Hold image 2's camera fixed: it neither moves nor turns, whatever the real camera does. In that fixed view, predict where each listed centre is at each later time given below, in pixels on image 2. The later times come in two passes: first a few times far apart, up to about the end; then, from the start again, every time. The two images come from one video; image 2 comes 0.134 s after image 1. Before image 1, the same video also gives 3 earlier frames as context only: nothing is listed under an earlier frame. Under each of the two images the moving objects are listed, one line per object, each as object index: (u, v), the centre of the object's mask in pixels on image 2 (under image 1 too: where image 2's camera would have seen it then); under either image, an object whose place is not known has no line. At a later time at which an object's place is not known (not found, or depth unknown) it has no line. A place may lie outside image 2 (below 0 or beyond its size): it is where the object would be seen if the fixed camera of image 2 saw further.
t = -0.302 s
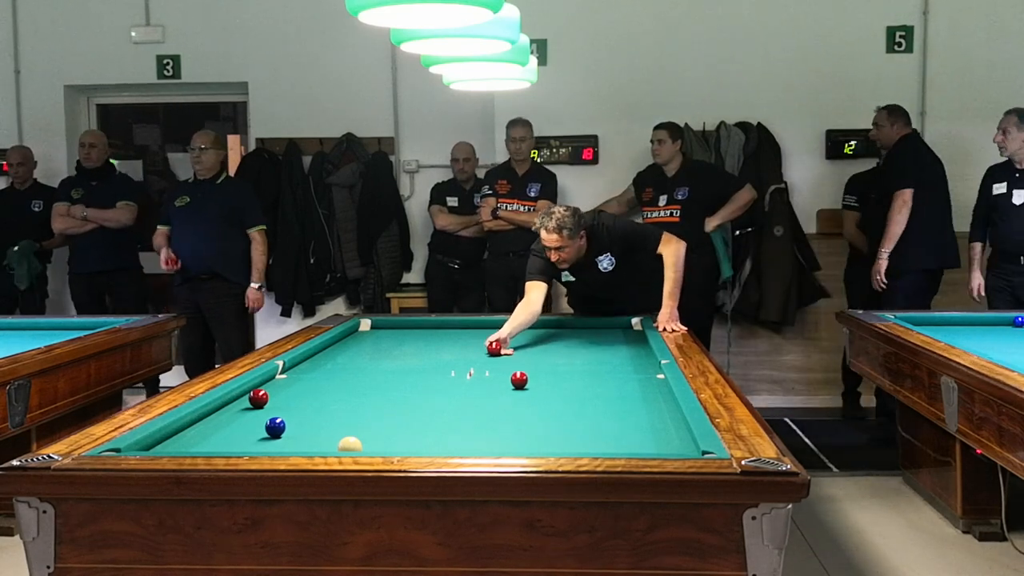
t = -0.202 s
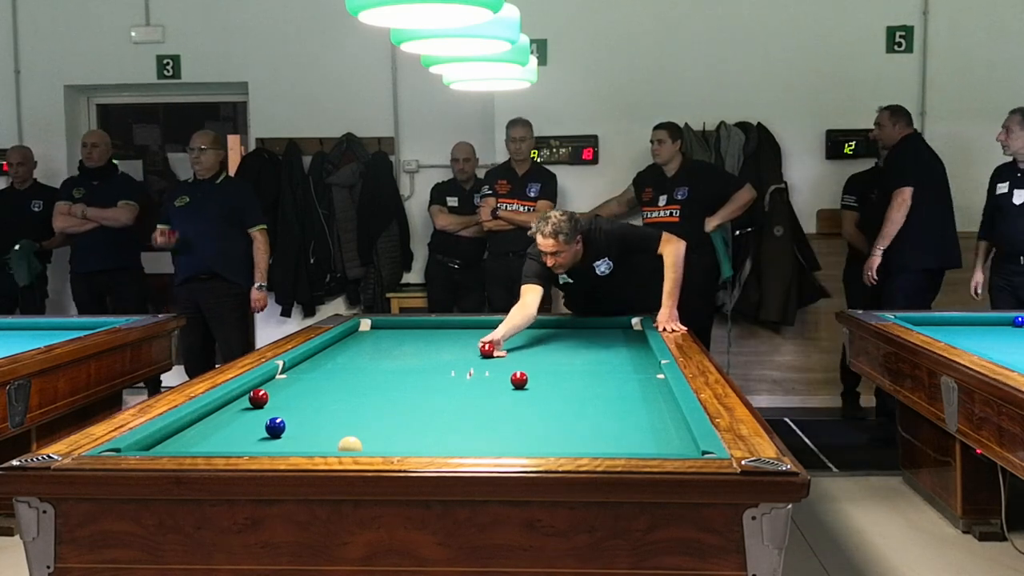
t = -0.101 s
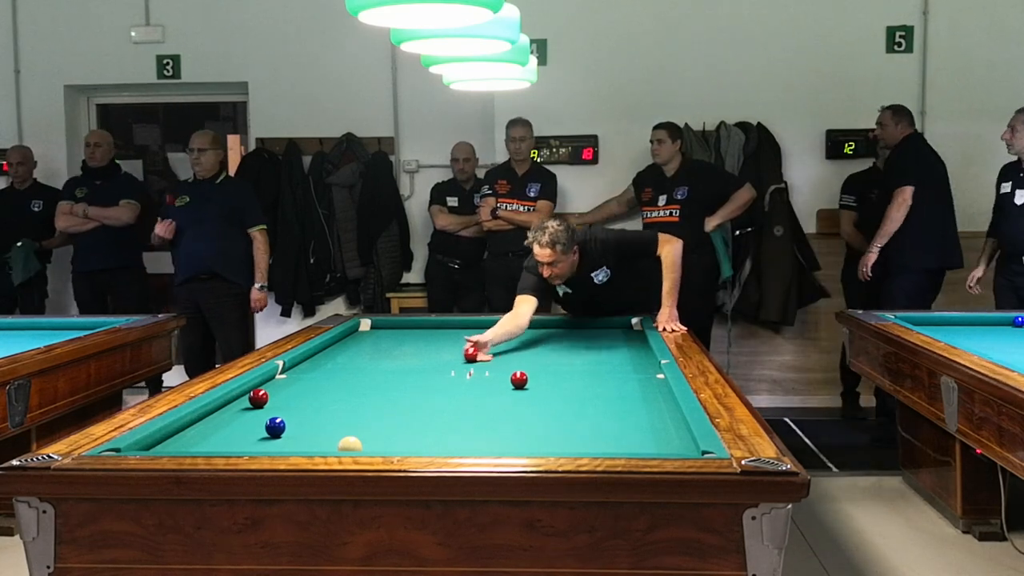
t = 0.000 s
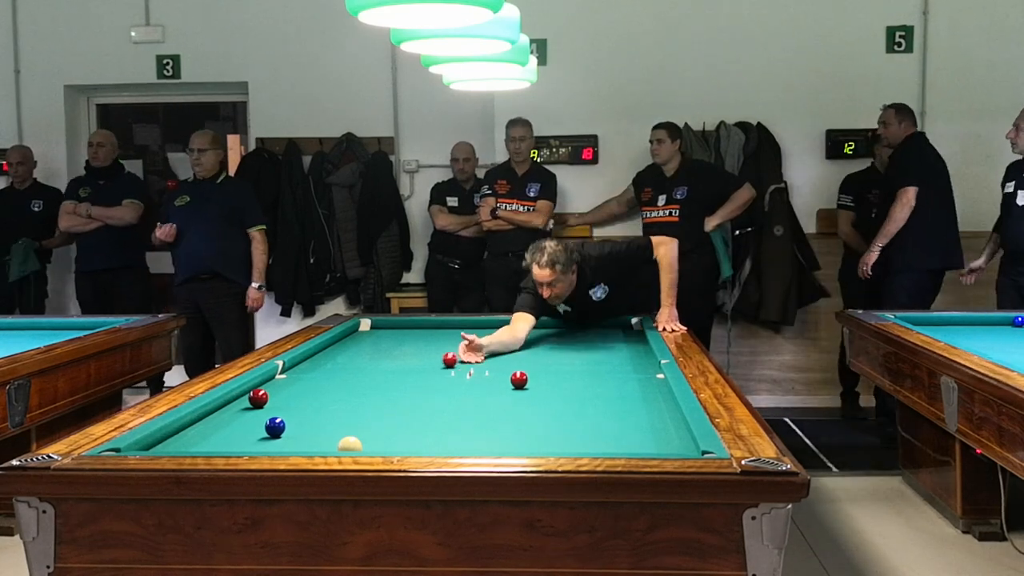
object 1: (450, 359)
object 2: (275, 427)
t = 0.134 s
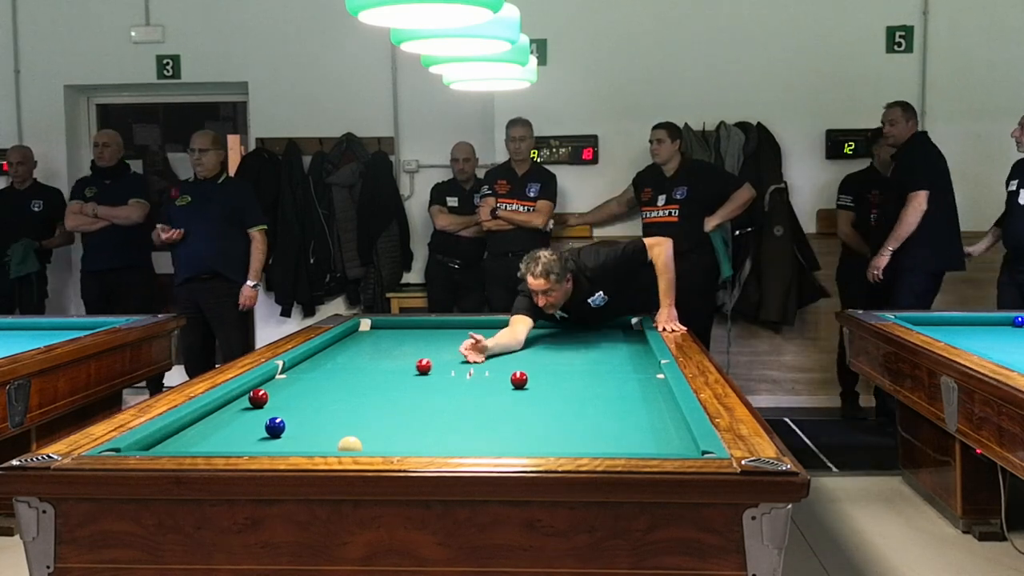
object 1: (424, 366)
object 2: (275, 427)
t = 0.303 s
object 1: (393, 374)
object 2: (275, 427)
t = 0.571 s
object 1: (340, 387)
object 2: (275, 427)
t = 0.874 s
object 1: (271, 405)
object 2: (275, 427)
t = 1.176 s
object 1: (189, 426)
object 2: (275, 427)
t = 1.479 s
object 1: (175, 444)
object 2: (275, 427)
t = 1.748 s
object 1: (191, 445)
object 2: (275, 427)
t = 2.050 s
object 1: (236, 437)
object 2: (275, 427)
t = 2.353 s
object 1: (264, 428)
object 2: (289, 423)
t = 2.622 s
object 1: (275, 425)
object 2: (314, 416)
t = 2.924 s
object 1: (287, 421)
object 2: (339, 408)
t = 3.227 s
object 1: (298, 417)
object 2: (362, 402)
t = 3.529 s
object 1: (307, 414)
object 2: (382, 396)
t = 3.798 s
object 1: (315, 412)
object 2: (399, 391)
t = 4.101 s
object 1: (323, 409)
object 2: (416, 386)
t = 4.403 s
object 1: (329, 407)
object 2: (432, 382)
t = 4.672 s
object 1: (334, 406)
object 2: (445, 379)
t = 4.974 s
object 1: (339, 404)
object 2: (458, 375)
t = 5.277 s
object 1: (343, 403)
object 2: (470, 371)
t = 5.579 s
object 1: (346, 401)
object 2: (481, 368)
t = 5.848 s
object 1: (349, 401)
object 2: (490, 366)
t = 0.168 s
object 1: (417, 368)
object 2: (275, 427)
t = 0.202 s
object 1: (412, 369)
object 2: (275, 427)
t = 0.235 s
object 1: (406, 370)
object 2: (275, 427)
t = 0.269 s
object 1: (399, 372)
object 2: (275, 427)
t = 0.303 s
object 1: (393, 374)
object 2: (275, 427)
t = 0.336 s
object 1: (387, 375)
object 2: (275, 427)
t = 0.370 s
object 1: (381, 377)
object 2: (275, 427)
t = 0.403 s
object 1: (374, 379)
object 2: (275, 427)
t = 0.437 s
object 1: (368, 380)
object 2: (275, 427)
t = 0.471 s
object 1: (361, 382)
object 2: (275, 427)
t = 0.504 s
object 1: (354, 384)
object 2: (275, 427)
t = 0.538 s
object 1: (347, 385)
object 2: (275, 427)
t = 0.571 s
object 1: (340, 387)
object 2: (275, 427)
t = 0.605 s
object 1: (333, 389)
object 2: (275, 427)
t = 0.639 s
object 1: (326, 391)
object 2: (275, 427)
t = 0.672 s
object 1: (318, 393)
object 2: (275, 427)
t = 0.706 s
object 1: (311, 395)
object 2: (275, 427)
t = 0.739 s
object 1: (303, 397)
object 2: (275, 427)
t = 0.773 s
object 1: (296, 399)
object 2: (275, 427)
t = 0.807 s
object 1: (287, 401)
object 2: (275, 426)
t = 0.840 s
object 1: (280, 403)
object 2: (275, 426)
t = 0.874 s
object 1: (271, 405)
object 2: (275, 427)
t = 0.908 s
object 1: (263, 408)
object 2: (275, 427)
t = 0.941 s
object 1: (255, 409)
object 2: (275, 427)
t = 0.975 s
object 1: (245, 412)
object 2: (275, 427)
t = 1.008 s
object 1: (236, 414)
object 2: (275, 427)
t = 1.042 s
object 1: (227, 416)
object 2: (275, 427)
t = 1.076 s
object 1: (218, 419)
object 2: (275, 427)
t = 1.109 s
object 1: (208, 421)
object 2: (275, 427)
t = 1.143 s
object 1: (199, 423)
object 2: (275, 427)
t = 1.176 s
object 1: (189, 426)
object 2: (275, 427)
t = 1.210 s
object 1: (185, 429)
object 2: (275, 427)
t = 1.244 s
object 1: (185, 431)
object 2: (275, 427)
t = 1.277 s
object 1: (184, 433)
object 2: (275, 427)
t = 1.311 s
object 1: (183, 435)
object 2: (275, 427)
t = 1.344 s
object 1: (181, 438)
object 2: (275, 427)
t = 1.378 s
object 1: (180, 440)
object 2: (275, 427)
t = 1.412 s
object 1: (178, 441)
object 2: (275, 427)
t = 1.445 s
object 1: (177, 443)
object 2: (275, 427)
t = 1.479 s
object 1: (175, 444)
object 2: (275, 427)
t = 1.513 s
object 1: (174, 445)
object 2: (275, 427)
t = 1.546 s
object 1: (172, 446)
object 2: (275, 427)
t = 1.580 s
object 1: (170, 447)
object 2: (275, 427)
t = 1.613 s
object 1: (168, 449)
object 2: (275, 427)
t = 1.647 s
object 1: (174, 448)
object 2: (275, 427)
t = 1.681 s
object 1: (180, 447)
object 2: (275, 427)
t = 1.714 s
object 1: (186, 446)
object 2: (275, 427)
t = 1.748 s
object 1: (191, 445)
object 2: (275, 427)
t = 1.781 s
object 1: (196, 445)
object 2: (275, 427)
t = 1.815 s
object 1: (201, 444)
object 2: (275, 427)
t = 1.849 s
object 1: (206, 443)
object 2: (275, 427)
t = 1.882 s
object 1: (212, 442)
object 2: (275, 427)
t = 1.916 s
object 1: (217, 441)
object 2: (275, 427)
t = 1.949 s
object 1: (221, 441)
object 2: (275, 427)
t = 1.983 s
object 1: (226, 440)
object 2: (275, 427)
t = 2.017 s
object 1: (231, 438)
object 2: (275, 427)
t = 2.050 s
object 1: (236, 437)
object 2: (275, 427)
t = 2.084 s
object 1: (240, 436)
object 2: (275, 427)
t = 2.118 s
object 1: (245, 434)
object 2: (275, 427)
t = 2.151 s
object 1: (249, 433)
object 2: (275, 427)
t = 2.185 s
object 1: (254, 432)
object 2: (275, 427)
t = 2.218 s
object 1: (259, 430)
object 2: (276, 427)
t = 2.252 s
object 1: (261, 430)
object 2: (279, 426)
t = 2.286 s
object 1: (261, 429)
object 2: (282, 425)
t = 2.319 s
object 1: (263, 429)
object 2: (286, 423)
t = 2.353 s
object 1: (264, 428)
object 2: (289, 423)
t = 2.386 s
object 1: (266, 428)
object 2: (292, 422)
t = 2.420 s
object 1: (267, 427)
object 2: (295, 421)
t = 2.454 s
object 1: (269, 427)
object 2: (298, 420)
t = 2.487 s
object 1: (270, 427)
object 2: (302, 419)
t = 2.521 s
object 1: (271, 426)
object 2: (305, 418)
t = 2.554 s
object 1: (273, 426)
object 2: (308, 417)
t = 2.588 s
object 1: (274, 425)
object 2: (311, 417)
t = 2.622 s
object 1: (275, 425)
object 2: (314, 416)
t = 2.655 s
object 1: (277, 424)
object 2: (317, 415)
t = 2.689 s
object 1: (278, 424)
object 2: (320, 414)
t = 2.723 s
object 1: (280, 423)
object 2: (323, 413)
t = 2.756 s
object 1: (281, 423)
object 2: (325, 412)
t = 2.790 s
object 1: (282, 423)
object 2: (328, 412)
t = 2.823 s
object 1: (283, 422)
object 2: (331, 411)
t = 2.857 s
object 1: (285, 422)
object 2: (334, 410)
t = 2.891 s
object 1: (286, 421)
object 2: (336, 409)
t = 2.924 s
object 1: (287, 421)
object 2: (339, 408)
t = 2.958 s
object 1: (288, 421)
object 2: (342, 408)
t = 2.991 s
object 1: (289, 420)
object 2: (344, 407)
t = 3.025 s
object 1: (290, 420)
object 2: (347, 406)
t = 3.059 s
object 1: (292, 419)
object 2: (349, 405)
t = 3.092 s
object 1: (293, 419)
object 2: (352, 405)
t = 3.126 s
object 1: (294, 419)
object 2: (354, 404)
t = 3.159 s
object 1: (295, 418)
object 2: (357, 403)
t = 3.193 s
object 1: (297, 418)
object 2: (359, 403)
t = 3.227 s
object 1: (298, 417)
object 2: (362, 402)
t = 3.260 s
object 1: (299, 417)
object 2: (364, 401)
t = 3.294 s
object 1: (300, 417)
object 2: (366, 400)
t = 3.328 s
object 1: (301, 416)
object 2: (369, 400)
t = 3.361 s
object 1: (302, 416)
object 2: (371, 399)
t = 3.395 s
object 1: (303, 416)
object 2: (373, 398)
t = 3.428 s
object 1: (304, 415)
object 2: (375, 398)
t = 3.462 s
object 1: (305, 415)
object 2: (378, 397)
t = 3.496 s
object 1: (306, 415)
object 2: (380, 396)
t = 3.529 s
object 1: (307, 414)
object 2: (382, 396)
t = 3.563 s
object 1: (309, 414)
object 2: (384, 395)
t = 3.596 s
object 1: (310, 414)
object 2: (386, 395)
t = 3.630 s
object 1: (310, 413)
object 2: (389, 394)
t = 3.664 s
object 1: (311, 413)
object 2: (391, 394)
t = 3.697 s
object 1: (312, 413)
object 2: (393, 393)
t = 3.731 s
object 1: (313, 412)
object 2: (395, 392)
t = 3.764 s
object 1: (314, 412)
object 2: (397, 392)
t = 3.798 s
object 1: (315, 412)
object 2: (399, 391)
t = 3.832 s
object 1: (316, 411)
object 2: (401, 391)
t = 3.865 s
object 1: (317, 411)
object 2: (403, 390)
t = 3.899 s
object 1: (318, 411)
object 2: (405, 389)
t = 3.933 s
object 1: (319, 410)
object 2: (407, 389)
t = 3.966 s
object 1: (320, 410)
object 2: (409, 388)
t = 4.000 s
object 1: (321, 410)
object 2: (411, 388)
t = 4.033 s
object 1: (321, 410)
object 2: (413, 387)
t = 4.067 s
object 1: (322, 410)
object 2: (414, 387)
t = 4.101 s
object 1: (323, 409)
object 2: (416, 386)
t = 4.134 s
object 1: (324, 409)
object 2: (418, 386)
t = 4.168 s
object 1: (325, 409)
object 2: (420, 385)
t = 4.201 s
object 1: (325, 408)
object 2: (422, 385)
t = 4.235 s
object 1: (326, 408)
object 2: (423, 384)
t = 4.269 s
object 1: (327, 408)
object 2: (425, 384)
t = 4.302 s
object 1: (327, 408)
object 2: (427, 383)
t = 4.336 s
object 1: (328, 408)
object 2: (428, 383)
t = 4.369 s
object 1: (329, 407)
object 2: (430, 382)
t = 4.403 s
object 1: (329, 407)
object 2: (432, 382)
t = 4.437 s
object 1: (330, 407)
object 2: (433, 381)
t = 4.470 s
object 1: (331, 407)
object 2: (435, 381)
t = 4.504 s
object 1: (331, 406)
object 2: (437, 380)
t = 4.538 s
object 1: (332, 406)
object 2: (438, 380)
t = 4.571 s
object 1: (332, 406)
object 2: (440, 380)
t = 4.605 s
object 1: (333, 406)
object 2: (441, 379)
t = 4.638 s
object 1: (334, 406)
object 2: (443, 379)
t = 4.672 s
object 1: (334, 406)
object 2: (445, 379)
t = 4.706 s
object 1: (335, 405)
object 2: (446, 378)
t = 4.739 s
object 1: (335, 405)
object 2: (447, 378)
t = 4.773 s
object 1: (336, 405)
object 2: (449, 377)
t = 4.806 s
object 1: (337, 405)
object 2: (451, 377)
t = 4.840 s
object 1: (337, 405)
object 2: (452, 376)
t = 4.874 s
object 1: (338, 404)
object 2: (453, 376)
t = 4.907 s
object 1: (338, 404)
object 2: (455, 375)
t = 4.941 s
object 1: (339, 404)
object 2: (456, 375)
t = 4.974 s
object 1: (339, 404)
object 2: (458, 375)
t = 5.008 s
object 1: (340, 404)
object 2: (459, 374)
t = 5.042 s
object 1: (340, 404)
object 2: (460, 374)
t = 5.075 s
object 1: (340, 403)
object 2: (462, 373)
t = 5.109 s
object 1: (341, 403)
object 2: (463, 373)
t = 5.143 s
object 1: (341, 403)
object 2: (465, 373)
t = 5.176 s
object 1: (342, 403)
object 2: (466, 372)
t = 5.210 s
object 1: (342, 403)
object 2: (467, 372)
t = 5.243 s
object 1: (343, 403)
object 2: (468, 371)
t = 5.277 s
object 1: (343, 403)
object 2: (470, 371)
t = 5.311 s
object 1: (343, 402)
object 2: (471, 371)
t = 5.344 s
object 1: (344, 402)
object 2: (472, 370)
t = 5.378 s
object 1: (344, 402)
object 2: (473, 370)
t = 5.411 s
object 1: (344, 402)
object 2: (475, 370)
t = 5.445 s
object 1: (345, 402)
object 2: (476, 369)
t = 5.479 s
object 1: (345, 402)
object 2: (477, 369)
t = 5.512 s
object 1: (346, 401)
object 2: (478, 369)
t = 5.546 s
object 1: (346, 402)
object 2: (480, 369)
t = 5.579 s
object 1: (346, 401)
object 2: (481, 368)
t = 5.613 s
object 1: (346, 402)
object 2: (482, 368)
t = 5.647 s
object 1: (347, 401)
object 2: (483, 367)
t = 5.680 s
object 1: (347, 401)
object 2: (484, 367)
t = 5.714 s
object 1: (348, 401)
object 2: (485, 367)
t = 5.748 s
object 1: (348, 401)
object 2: (486, 366)
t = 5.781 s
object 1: (348, 401)
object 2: (487, 366)
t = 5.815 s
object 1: (348, 401)
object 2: (488, 366)
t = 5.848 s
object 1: (349, 401)
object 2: (490, 366)
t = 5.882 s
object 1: (349, 400)
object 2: (491, 365)
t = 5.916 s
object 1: (349, 401)
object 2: (492, 365)
